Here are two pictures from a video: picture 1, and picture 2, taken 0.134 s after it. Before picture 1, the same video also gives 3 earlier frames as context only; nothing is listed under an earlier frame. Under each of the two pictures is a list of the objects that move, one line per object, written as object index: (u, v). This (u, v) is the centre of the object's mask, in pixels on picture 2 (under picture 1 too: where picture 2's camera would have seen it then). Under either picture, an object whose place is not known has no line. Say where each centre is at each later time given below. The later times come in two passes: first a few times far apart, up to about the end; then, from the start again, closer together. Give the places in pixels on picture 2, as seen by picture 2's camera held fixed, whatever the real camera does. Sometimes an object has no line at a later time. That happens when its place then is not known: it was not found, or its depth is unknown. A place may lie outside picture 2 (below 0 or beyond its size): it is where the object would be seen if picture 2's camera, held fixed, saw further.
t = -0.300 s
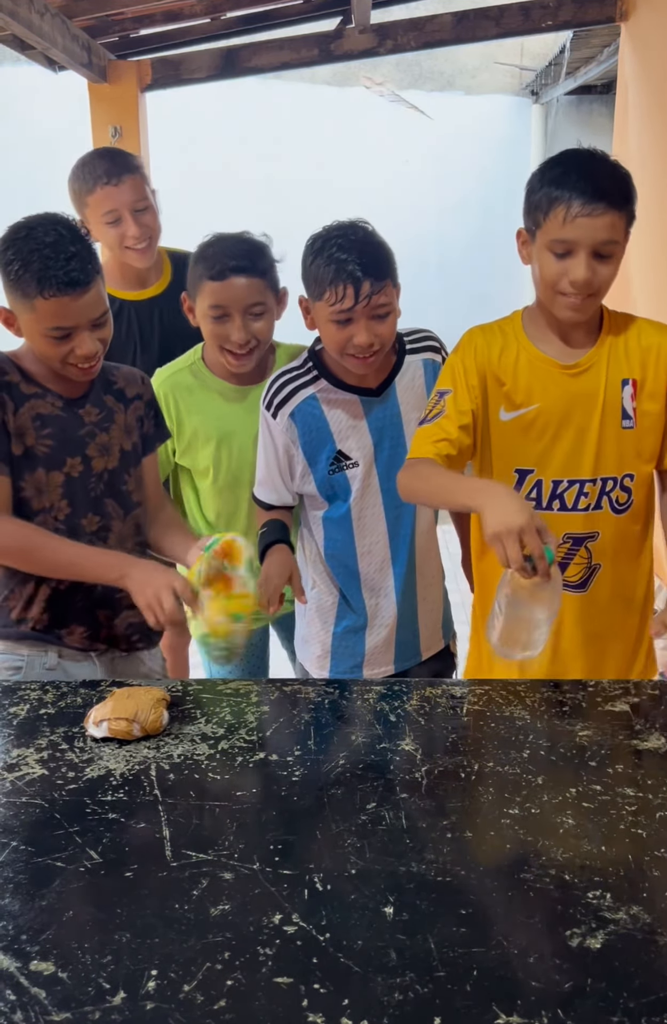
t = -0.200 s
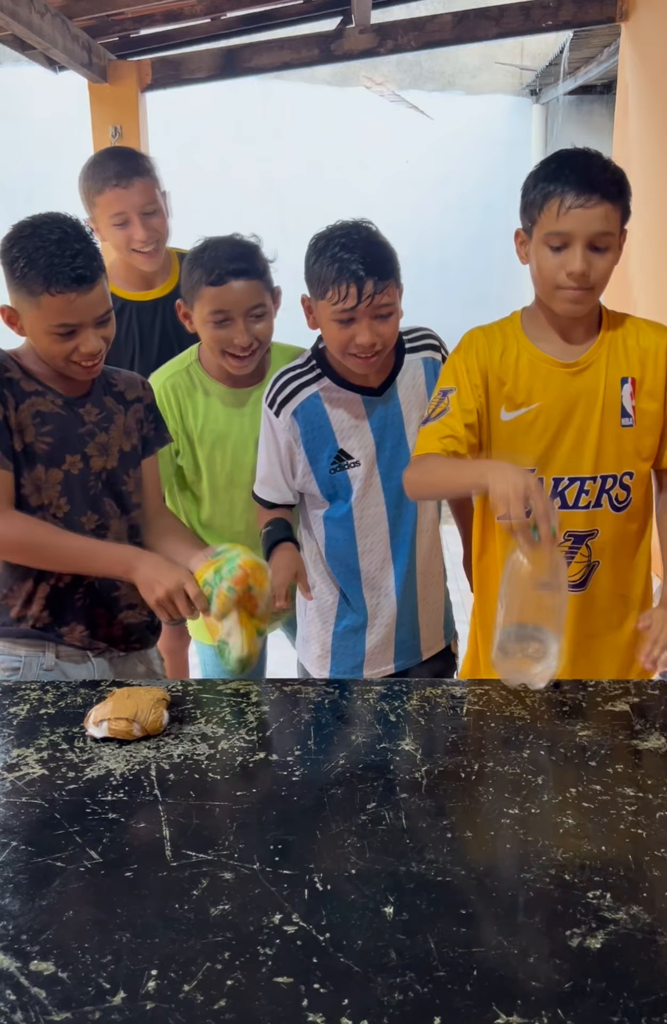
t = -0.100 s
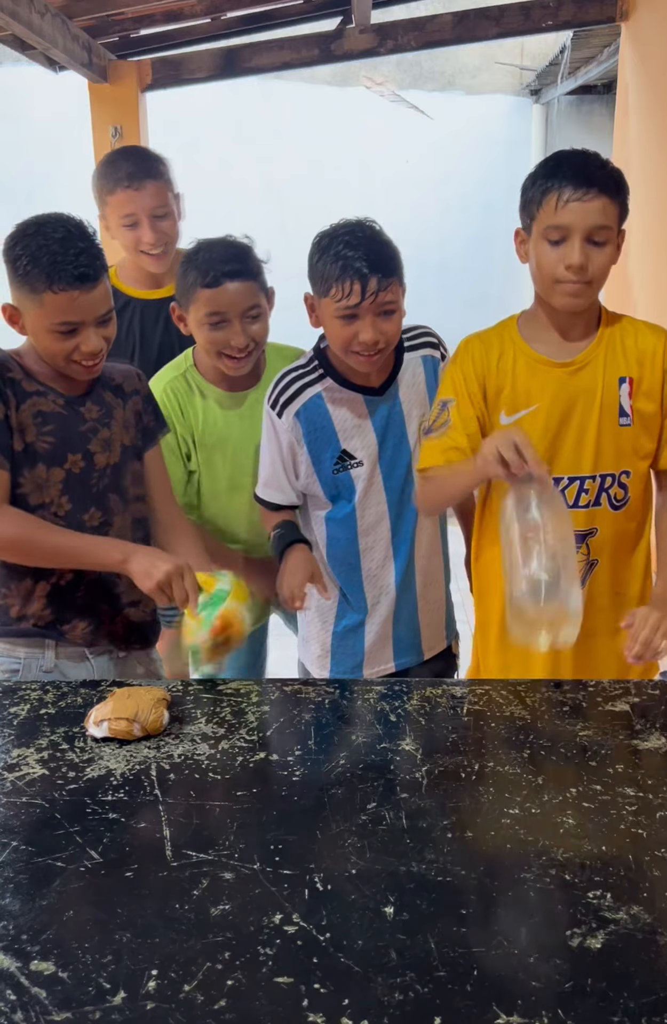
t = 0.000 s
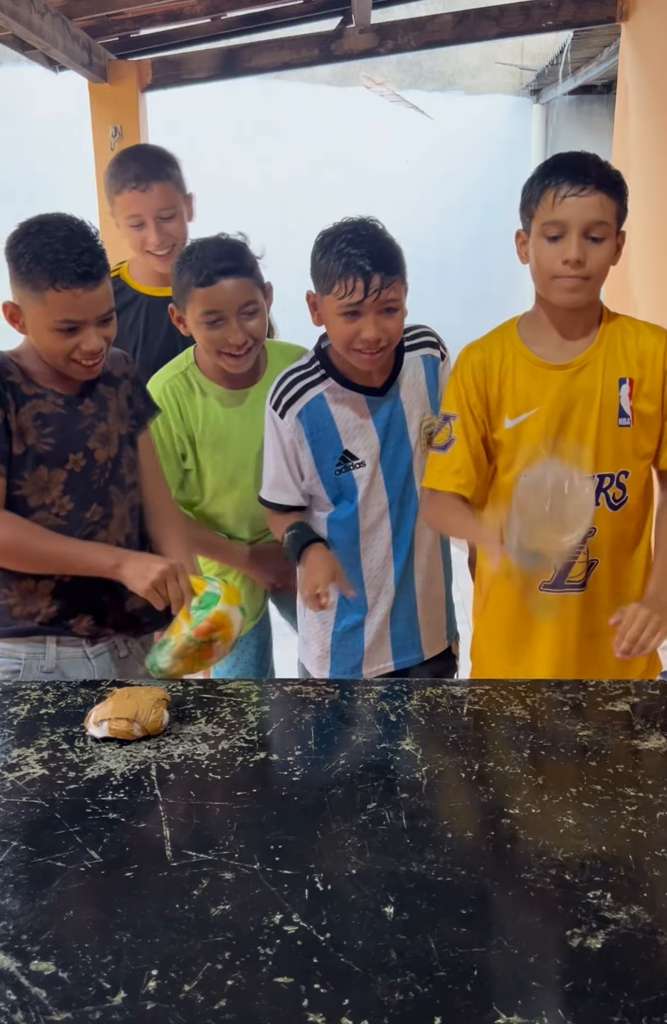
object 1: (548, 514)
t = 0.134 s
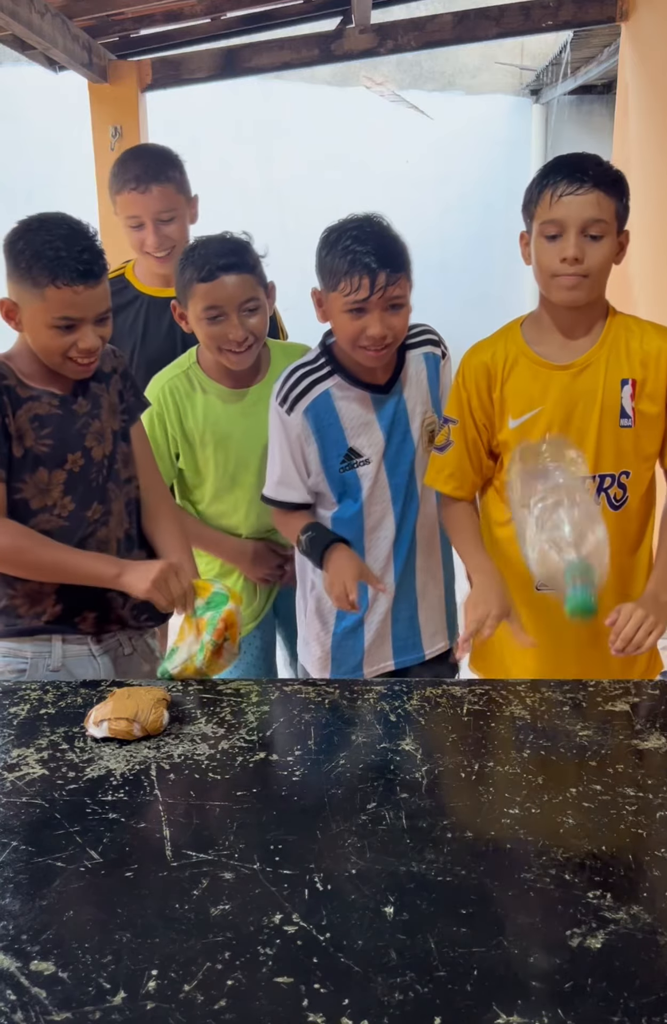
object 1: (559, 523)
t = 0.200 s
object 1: (554, 554)
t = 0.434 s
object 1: (535, 828)
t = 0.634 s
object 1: (516, 834)
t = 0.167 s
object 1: (555, 533)
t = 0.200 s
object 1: (554, 554)
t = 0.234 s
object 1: (552, 589)
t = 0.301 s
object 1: (548, 692)
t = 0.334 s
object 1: (544, 753)
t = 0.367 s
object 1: (544, 779)
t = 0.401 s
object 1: (539, 826)
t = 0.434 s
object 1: (535, 828)
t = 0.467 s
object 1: (532, 832)
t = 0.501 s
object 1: (529, 834)
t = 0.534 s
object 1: (525, 834)
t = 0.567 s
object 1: (522, 834)
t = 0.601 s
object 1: (519, 834)
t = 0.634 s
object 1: (516, 834)
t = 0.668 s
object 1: (511, 834)
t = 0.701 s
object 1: (506, 833)
